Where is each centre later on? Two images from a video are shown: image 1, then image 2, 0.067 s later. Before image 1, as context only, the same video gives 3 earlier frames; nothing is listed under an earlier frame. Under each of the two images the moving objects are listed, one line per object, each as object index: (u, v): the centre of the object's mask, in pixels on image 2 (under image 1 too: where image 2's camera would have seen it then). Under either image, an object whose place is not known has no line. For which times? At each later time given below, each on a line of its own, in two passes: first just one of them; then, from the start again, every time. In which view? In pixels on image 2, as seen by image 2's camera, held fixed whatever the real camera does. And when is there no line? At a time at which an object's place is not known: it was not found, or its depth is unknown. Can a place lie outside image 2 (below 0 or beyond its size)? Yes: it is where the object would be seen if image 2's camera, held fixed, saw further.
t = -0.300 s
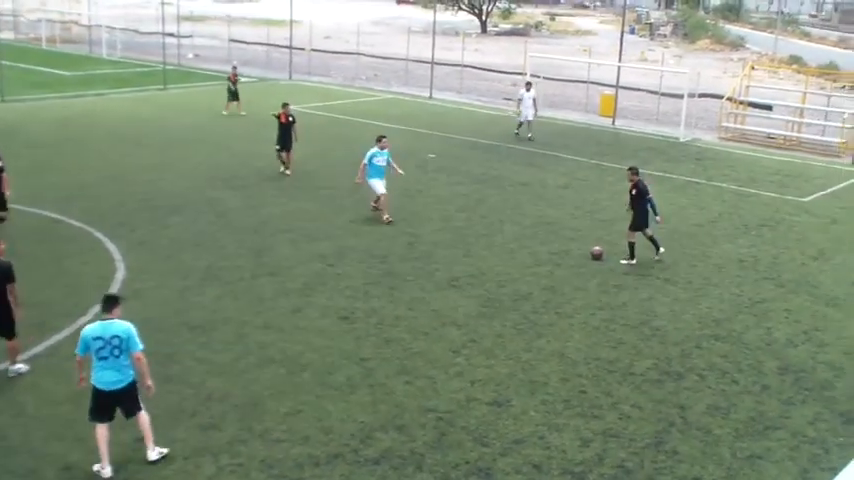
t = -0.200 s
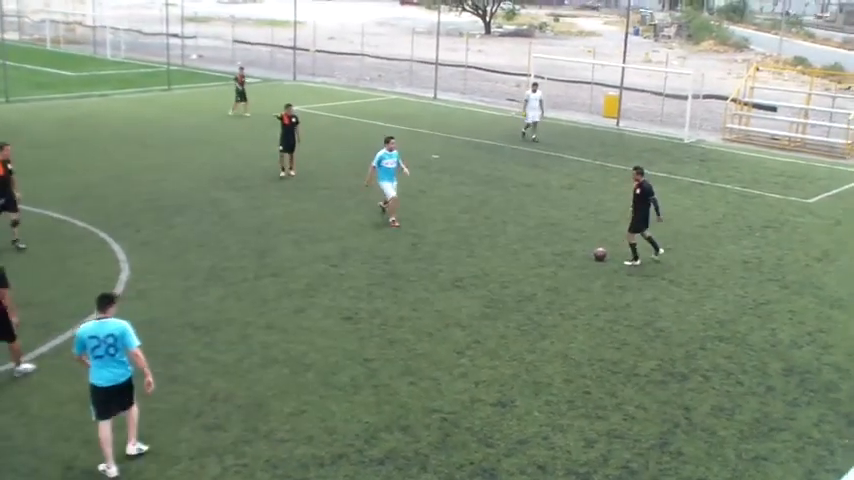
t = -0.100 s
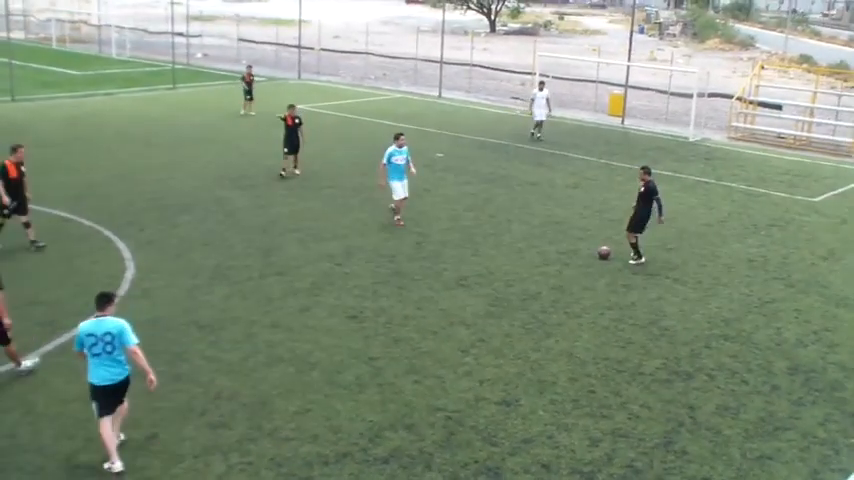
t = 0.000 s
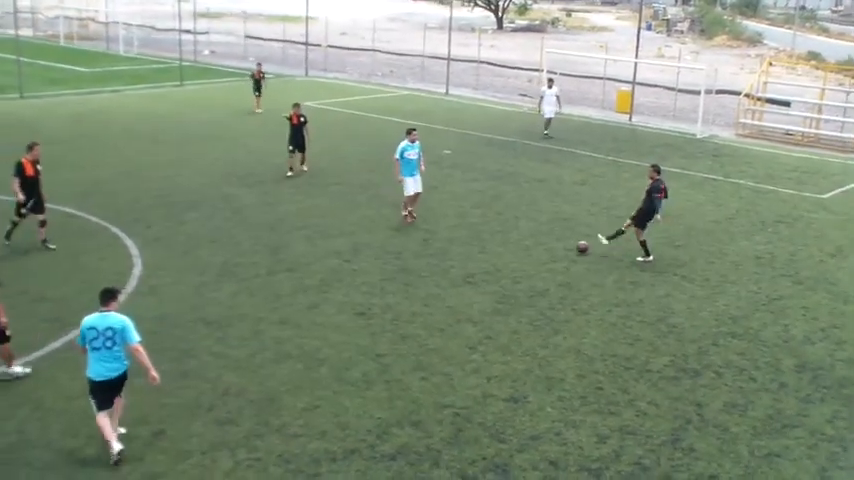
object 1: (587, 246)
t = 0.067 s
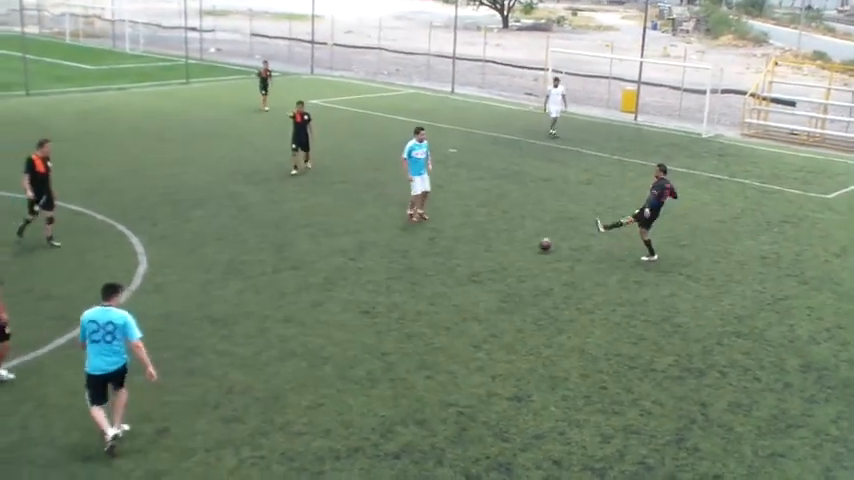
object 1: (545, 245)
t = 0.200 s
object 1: (466, 242)
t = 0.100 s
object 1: (523, 245)
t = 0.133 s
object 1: (503, 245)
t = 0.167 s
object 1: (484, 243)
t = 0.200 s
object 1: (466, 242)
